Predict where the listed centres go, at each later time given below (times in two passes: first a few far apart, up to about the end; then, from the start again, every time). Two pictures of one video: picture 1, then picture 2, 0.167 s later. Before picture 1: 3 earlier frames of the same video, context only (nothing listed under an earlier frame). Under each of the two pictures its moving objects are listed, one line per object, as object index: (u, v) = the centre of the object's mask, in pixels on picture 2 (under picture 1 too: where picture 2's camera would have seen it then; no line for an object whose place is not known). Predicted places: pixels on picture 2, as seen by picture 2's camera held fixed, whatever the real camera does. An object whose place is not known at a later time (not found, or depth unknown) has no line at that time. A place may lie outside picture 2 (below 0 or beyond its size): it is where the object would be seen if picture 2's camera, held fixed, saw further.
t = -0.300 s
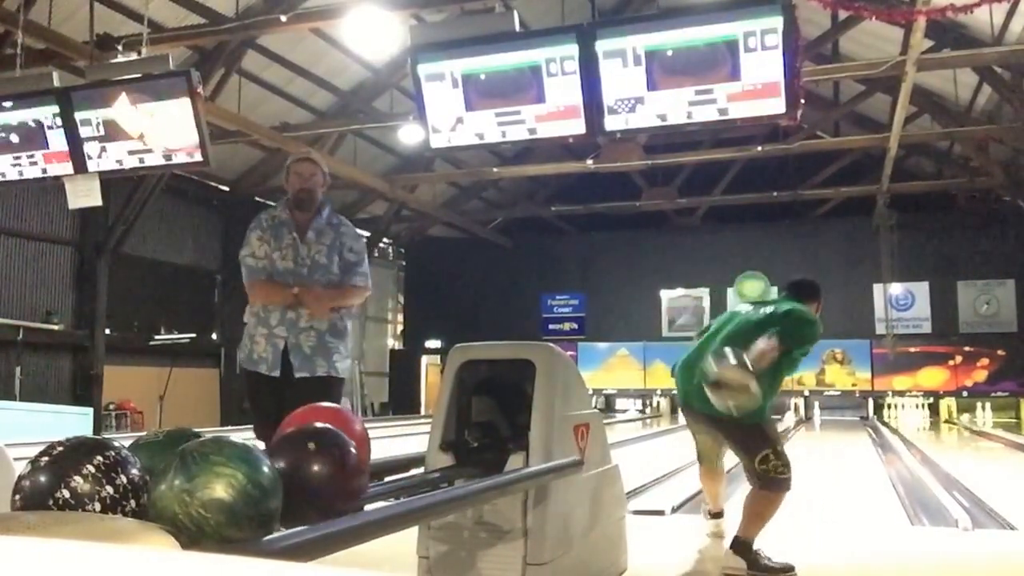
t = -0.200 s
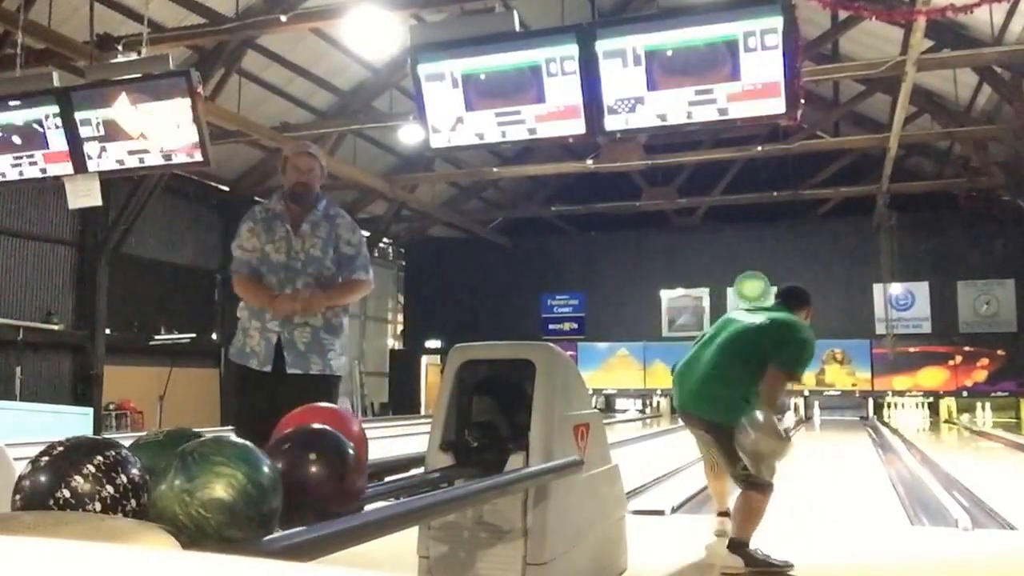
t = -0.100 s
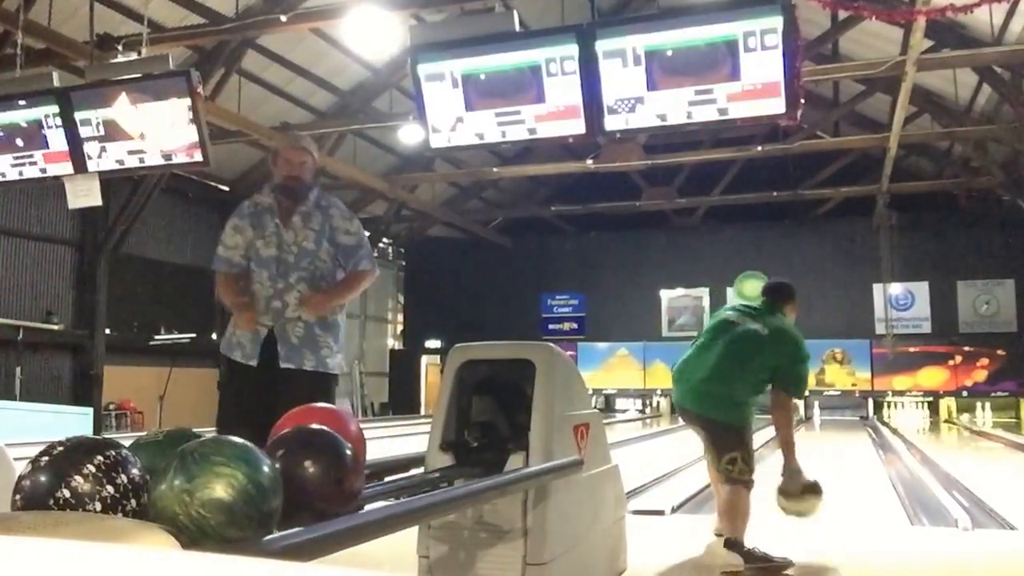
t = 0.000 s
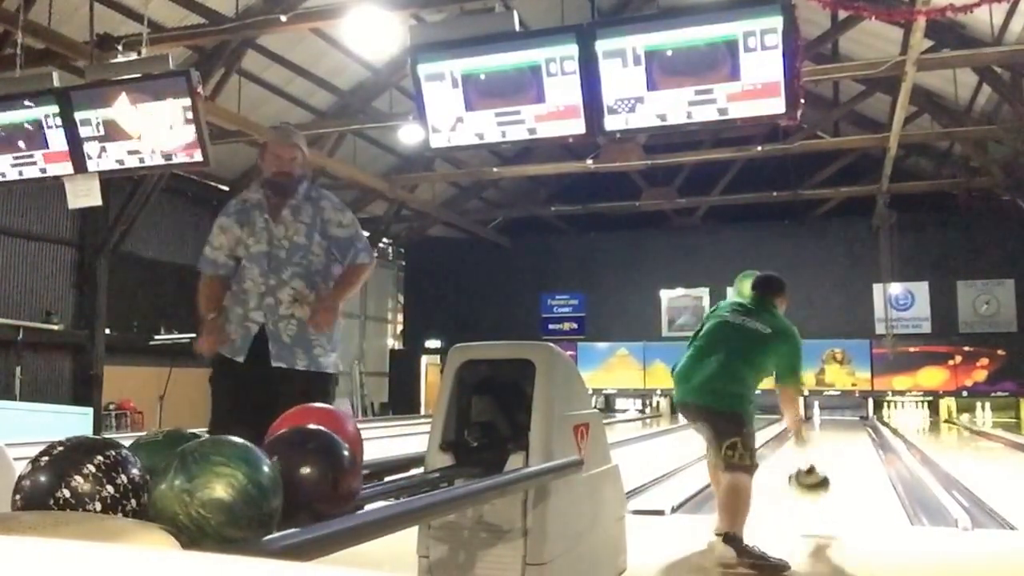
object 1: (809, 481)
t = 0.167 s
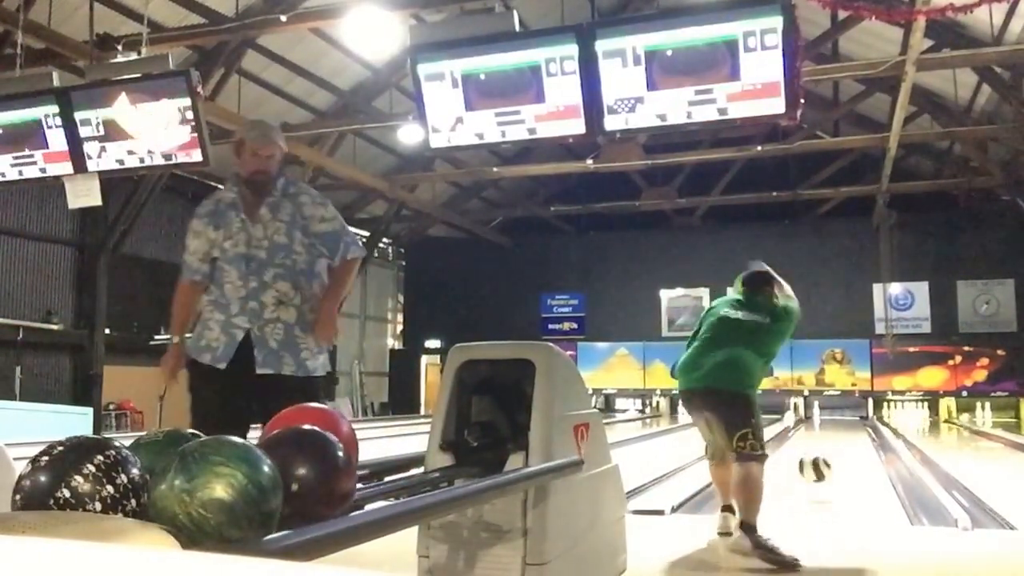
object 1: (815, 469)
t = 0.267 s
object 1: (817, 474)
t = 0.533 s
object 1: (822, 456)
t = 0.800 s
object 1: (826, 441)
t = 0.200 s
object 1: (816, 471)
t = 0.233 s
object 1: (816, 475)
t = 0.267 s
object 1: (817, 474)
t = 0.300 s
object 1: (818, 469)
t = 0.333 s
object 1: (819, 463)
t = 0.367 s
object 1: (820, 462)
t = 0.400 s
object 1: (820, 462)
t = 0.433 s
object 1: (820, 463)
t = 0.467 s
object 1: (821, 461)
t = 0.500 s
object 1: (821, 458)
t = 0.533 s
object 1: (822, 456)
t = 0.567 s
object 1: (822, 453)
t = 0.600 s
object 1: (823, 450)
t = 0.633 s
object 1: (825, 448)
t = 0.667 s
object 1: (826, 446)
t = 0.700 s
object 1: (827, 447)
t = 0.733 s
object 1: (827, 446)
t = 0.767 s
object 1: (826, 443)
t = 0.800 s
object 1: (826, 441)
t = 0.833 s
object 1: (826, 440)
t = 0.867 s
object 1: (827, 440)
